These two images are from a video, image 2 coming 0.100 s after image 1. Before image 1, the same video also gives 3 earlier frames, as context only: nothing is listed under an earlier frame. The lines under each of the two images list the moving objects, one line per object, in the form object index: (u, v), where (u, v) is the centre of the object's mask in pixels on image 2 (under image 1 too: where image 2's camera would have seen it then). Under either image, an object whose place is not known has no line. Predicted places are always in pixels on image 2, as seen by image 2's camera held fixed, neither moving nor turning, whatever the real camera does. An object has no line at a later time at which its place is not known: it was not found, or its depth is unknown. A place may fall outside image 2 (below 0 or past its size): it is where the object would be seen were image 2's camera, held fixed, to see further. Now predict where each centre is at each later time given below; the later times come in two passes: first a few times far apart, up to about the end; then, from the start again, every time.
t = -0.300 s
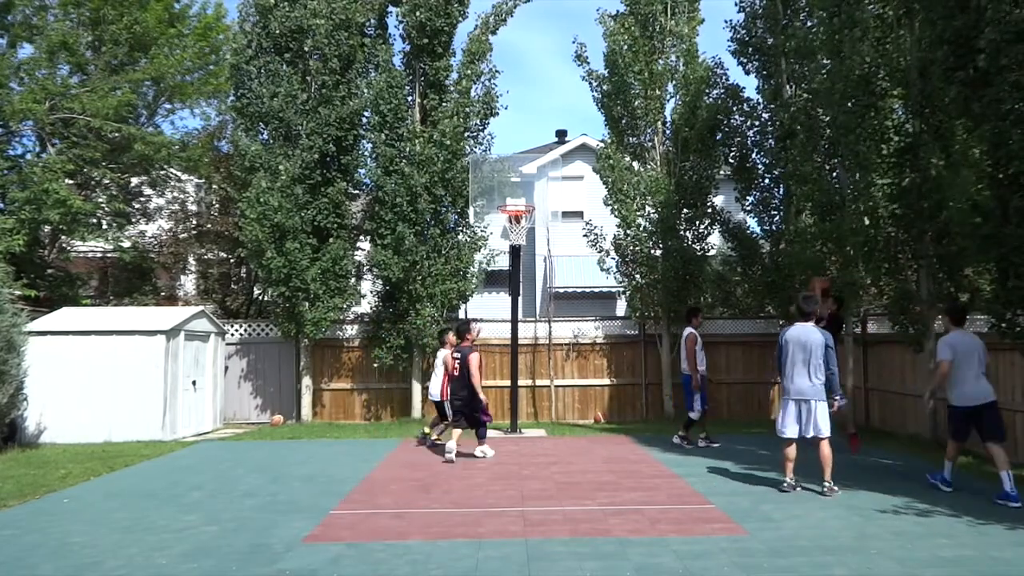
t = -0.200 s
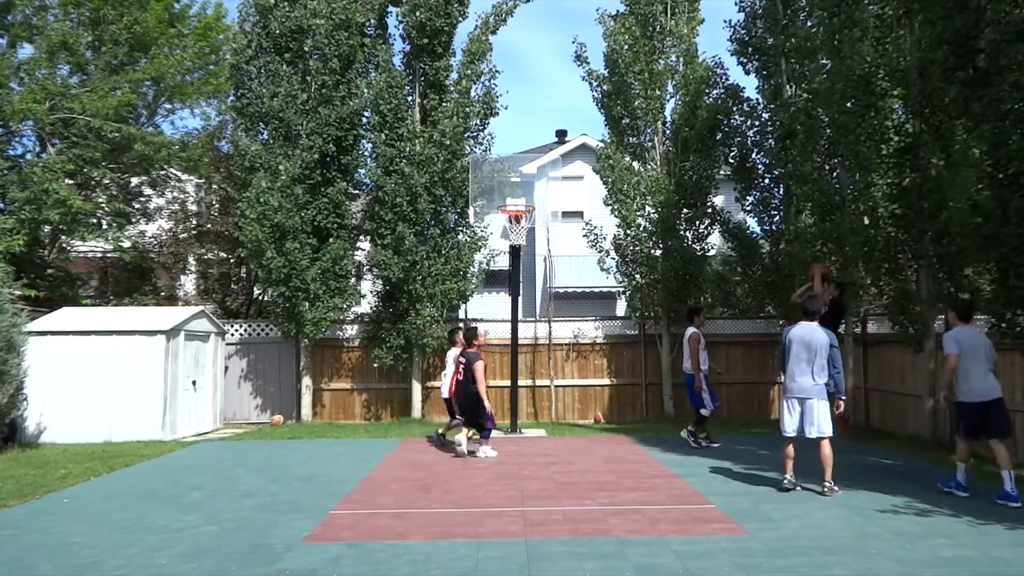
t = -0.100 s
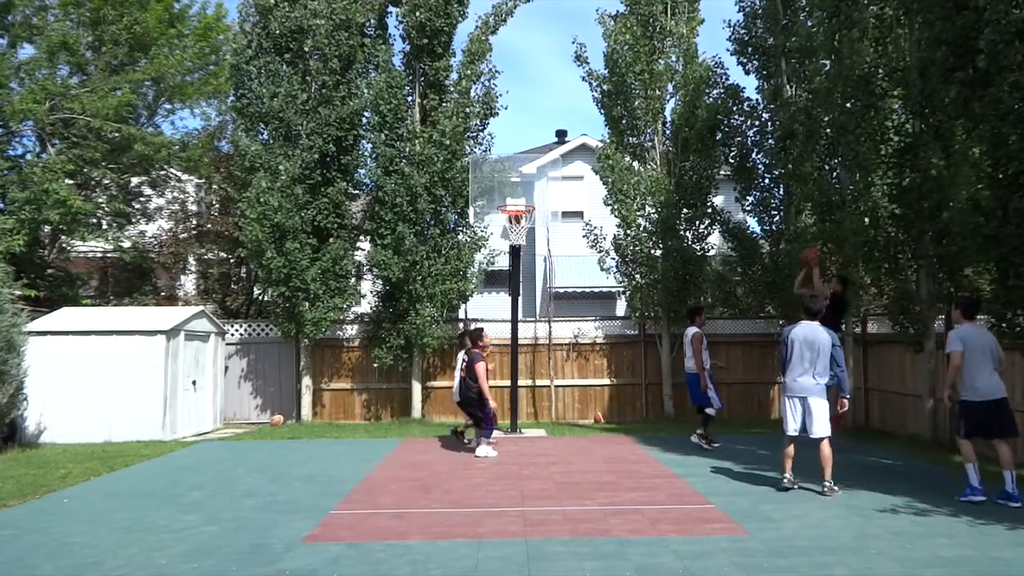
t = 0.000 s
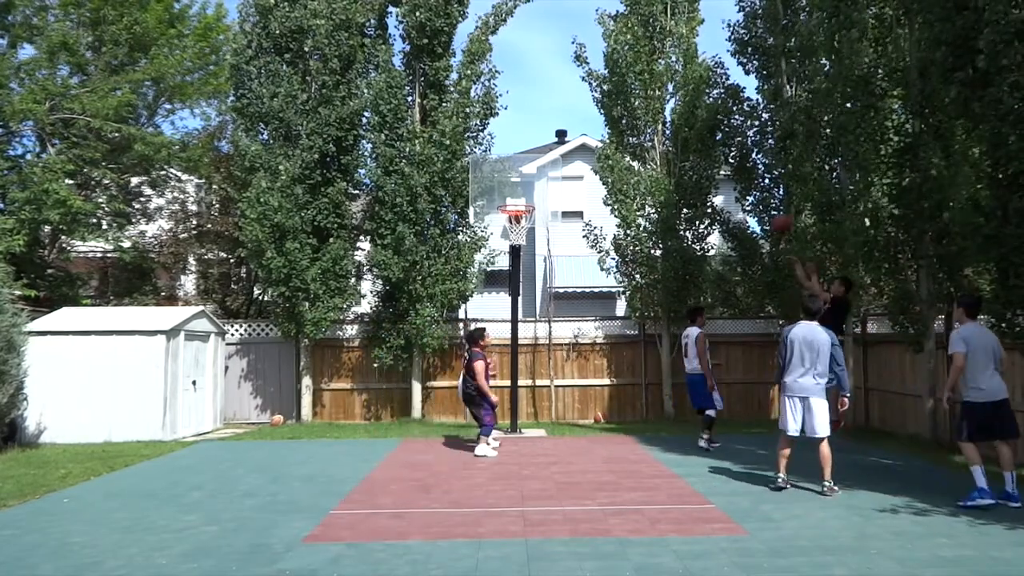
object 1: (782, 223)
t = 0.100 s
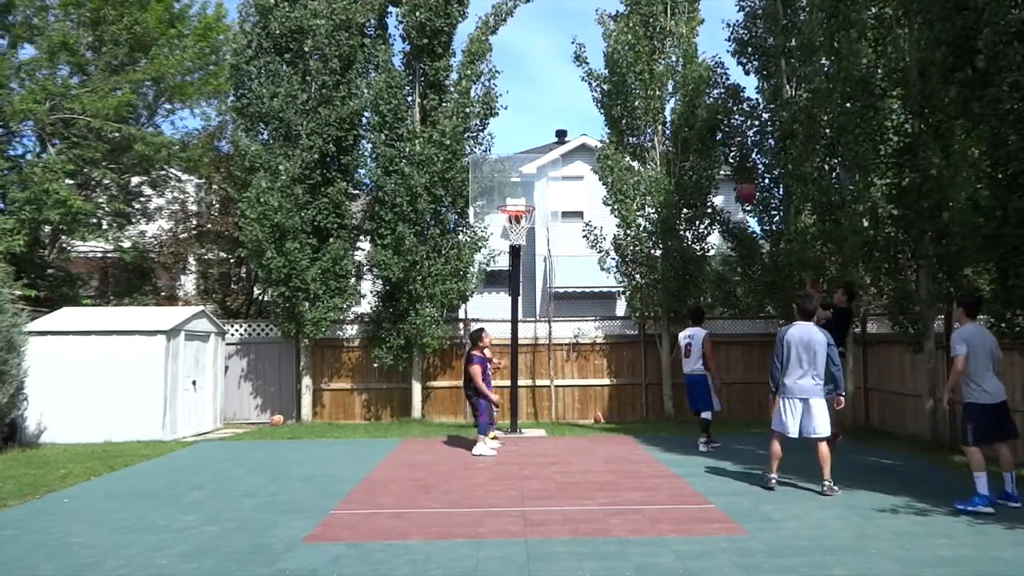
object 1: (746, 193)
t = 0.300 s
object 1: (679, 158)
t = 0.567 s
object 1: (594, 164)
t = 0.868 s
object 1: (543, 181)
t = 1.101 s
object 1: (559, 168)
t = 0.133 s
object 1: (735, 185)
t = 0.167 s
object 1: (724, 177)
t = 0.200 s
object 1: (712, 172)
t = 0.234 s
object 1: (701, 167)
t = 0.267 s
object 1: (689, 162)
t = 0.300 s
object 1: (679, 158)
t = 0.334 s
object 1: (668, 157)
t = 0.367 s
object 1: (657, 156)
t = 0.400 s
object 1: (646, 155)
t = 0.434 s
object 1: (636, 155)
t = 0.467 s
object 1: (625, 156)
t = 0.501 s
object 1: (615, 157)
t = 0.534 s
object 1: (604, 160)
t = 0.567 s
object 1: (594, 164)
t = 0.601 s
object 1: (584, 169)
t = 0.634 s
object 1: (573, 174)
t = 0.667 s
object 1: (563, 180)
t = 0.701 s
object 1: (553, 187)
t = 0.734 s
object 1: (543, 194)
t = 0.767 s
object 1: (537, 199)
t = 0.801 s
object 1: (539, 192)
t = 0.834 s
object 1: (541, 186)
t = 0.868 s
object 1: (543, 181)
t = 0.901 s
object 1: (546, 176)
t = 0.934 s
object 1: (548, 173)
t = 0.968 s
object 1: (550, 171)
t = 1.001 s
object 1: (553, 169)
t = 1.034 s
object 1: (554, 168)
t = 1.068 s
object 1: (557, 168)
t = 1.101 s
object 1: (559, 168)
